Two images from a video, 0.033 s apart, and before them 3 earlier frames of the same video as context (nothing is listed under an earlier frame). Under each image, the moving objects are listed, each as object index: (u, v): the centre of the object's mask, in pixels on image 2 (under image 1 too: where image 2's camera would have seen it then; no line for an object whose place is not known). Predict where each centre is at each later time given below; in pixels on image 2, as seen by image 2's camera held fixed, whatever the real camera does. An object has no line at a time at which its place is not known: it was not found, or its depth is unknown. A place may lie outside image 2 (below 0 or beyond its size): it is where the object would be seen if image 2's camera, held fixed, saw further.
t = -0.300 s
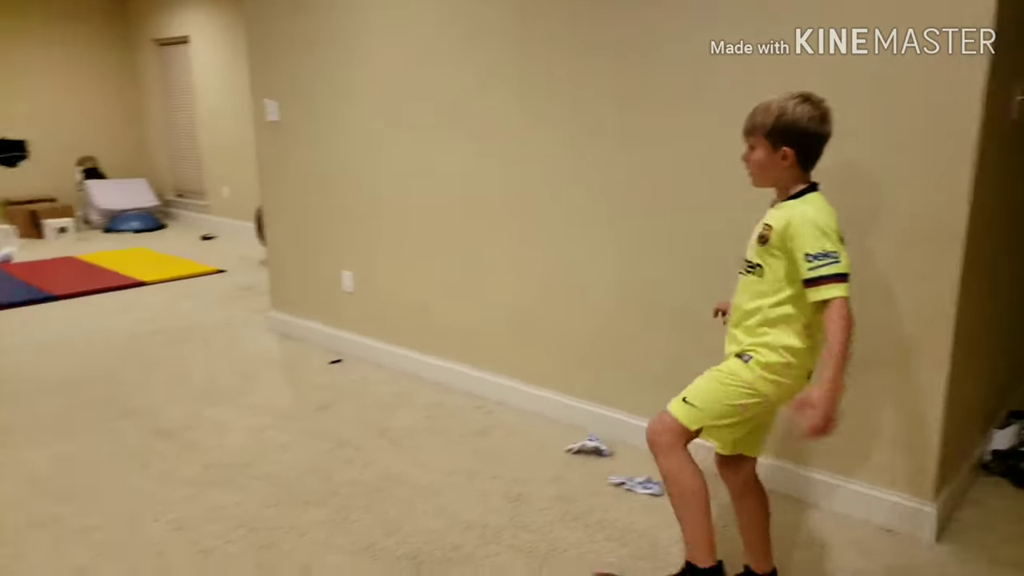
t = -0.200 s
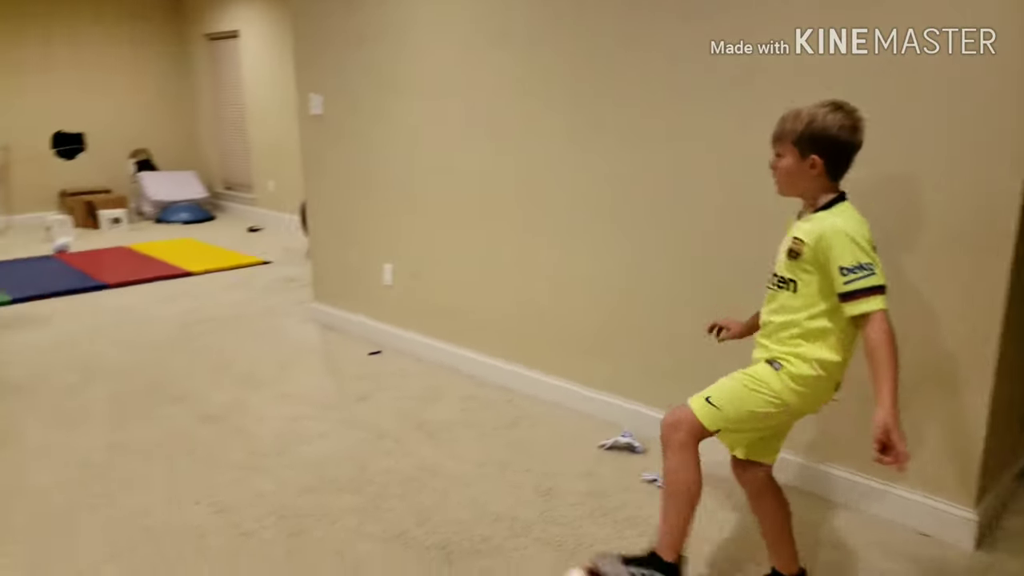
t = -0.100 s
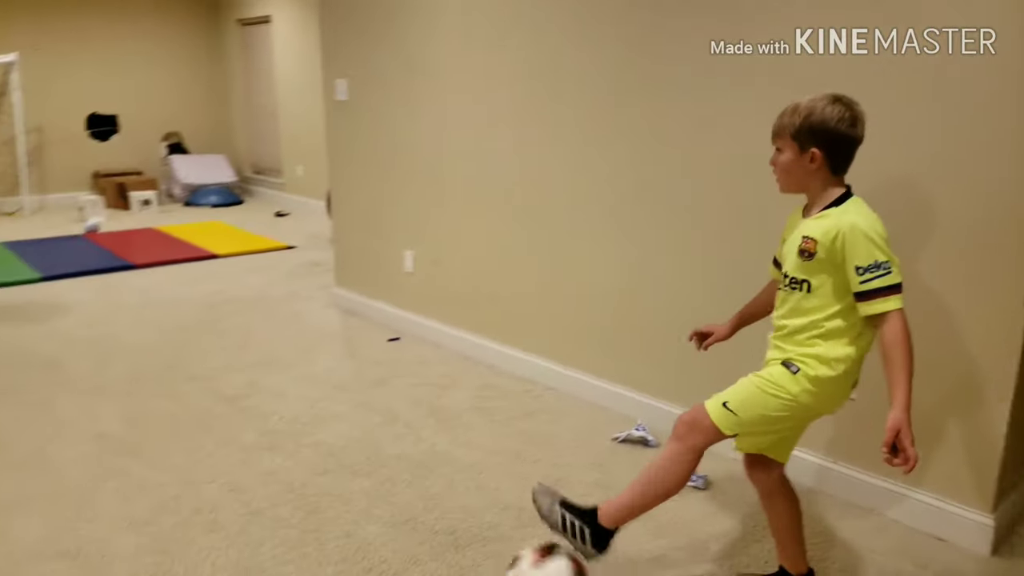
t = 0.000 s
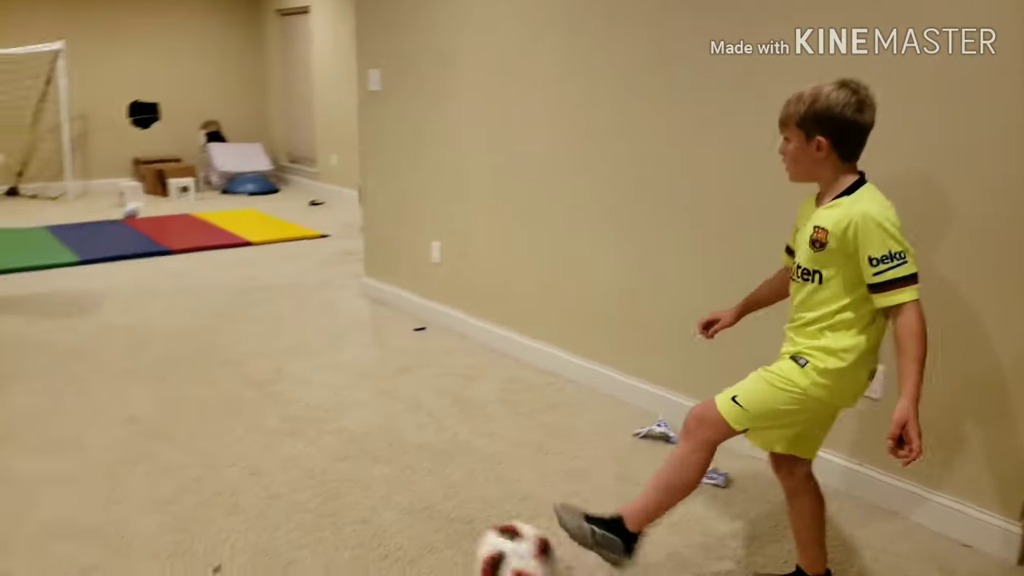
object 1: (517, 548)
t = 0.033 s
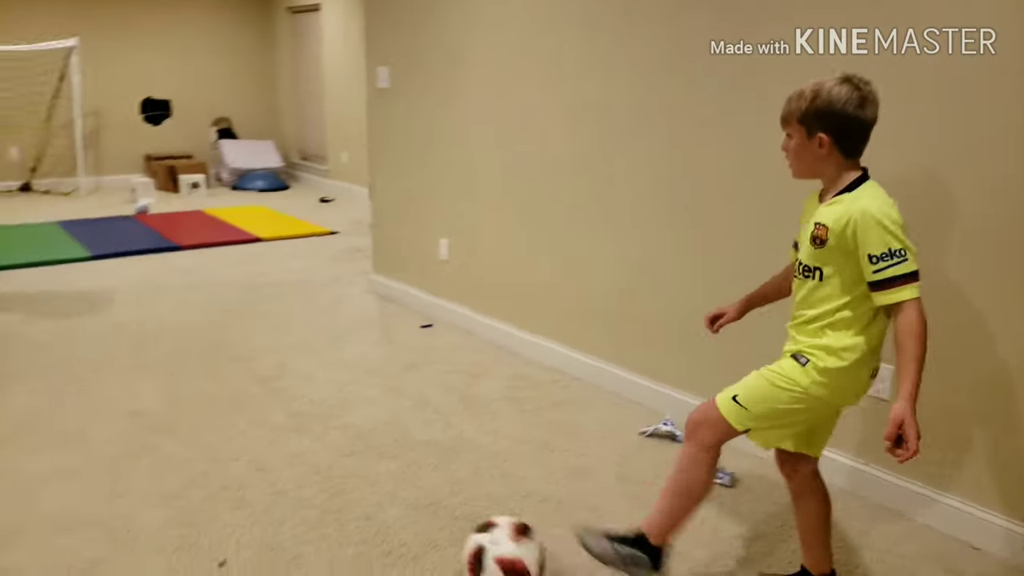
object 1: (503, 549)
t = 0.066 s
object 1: (491, 548)
